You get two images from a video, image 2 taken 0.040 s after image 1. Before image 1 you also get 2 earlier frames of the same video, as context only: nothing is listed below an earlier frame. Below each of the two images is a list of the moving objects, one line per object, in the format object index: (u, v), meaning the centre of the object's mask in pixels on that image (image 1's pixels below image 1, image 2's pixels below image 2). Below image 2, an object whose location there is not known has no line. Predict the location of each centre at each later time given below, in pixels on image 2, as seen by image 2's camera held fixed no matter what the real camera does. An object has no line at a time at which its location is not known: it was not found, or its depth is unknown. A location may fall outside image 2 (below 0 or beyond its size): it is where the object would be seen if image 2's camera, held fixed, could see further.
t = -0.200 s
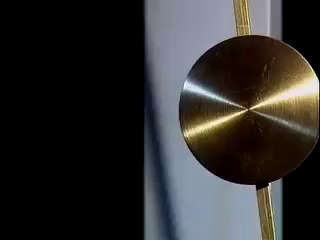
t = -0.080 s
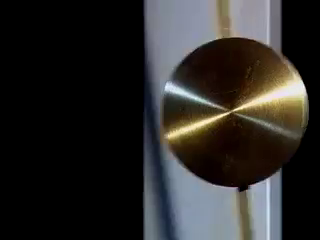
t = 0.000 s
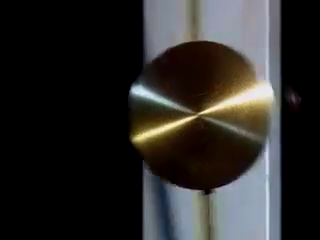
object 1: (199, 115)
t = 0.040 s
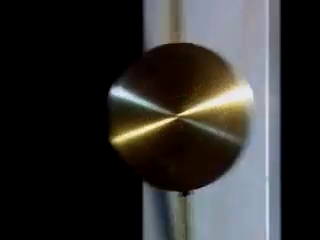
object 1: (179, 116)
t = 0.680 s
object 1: (167, 116)
